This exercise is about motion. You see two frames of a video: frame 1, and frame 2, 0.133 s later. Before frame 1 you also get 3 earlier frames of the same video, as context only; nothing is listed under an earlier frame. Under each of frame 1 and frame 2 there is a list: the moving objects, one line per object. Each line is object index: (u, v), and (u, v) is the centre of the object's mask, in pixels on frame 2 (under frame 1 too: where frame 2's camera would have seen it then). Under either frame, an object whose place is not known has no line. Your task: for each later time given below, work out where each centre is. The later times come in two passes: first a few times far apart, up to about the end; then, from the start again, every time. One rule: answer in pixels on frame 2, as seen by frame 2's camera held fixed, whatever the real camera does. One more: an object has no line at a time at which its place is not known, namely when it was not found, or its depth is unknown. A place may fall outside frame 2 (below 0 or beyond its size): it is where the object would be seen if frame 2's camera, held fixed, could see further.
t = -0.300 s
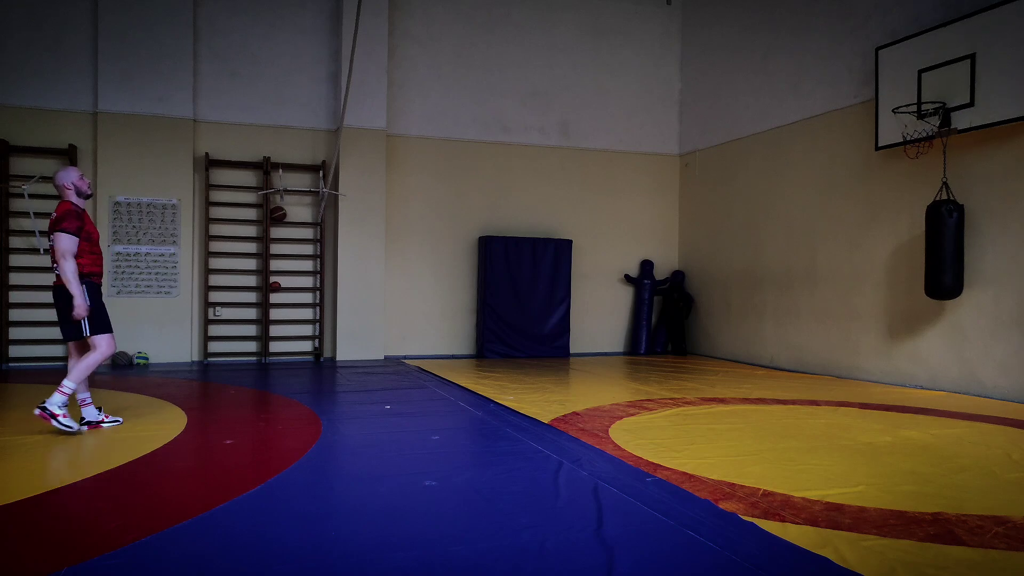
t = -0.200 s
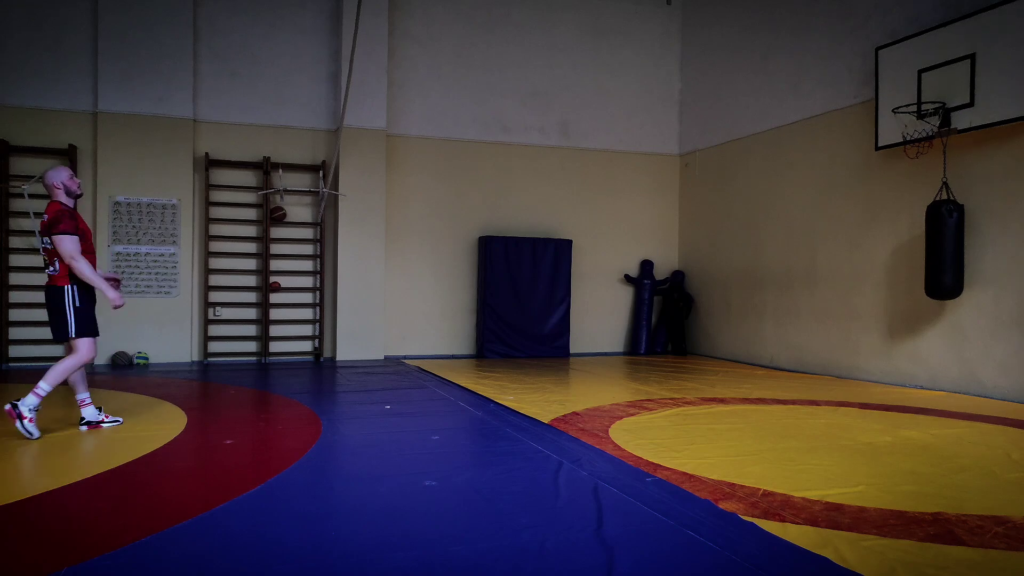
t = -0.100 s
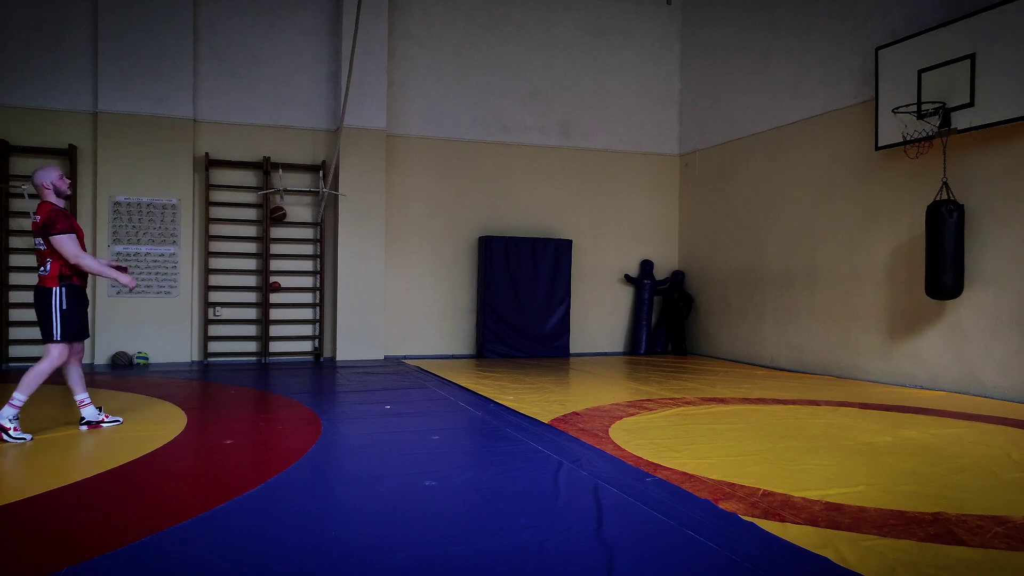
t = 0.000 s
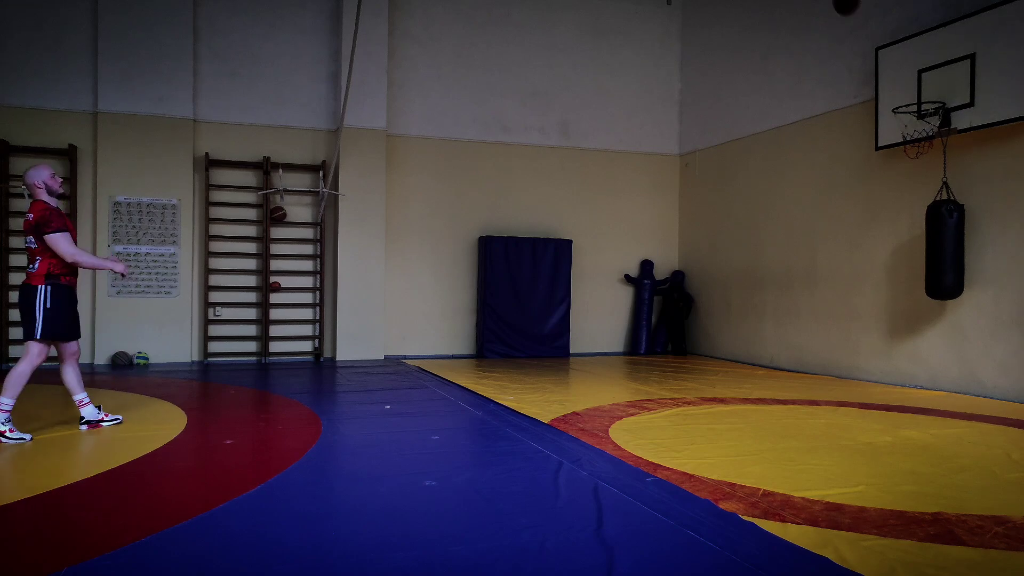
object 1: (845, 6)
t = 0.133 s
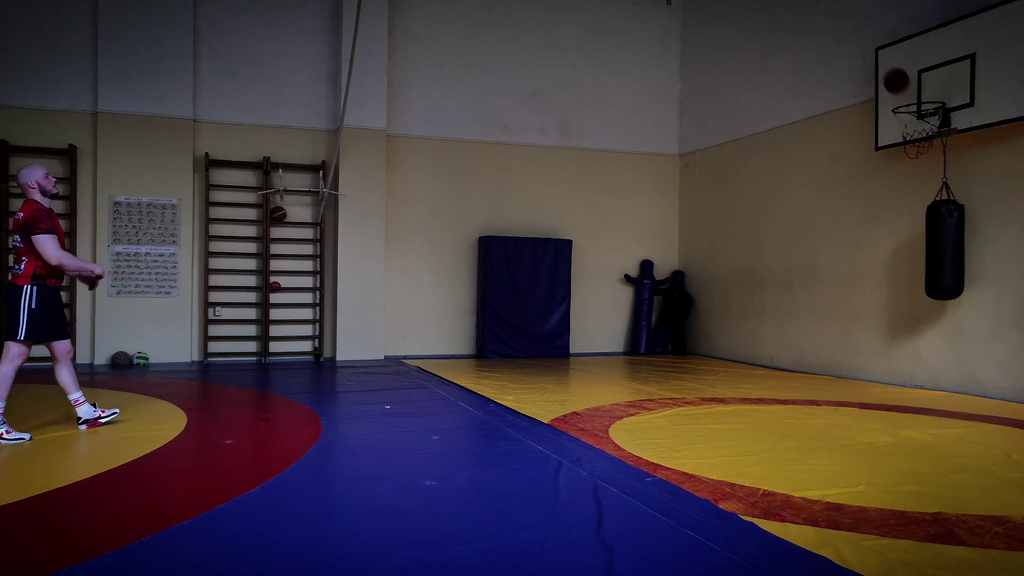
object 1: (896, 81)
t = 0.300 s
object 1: (889, 75)
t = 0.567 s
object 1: (816, 58)
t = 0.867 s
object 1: (737, 112)
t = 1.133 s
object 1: (670, 219)
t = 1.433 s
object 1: (608, 351)
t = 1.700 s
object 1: (604, 260)
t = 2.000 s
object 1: (600, 226)
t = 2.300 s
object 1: (597, 261)
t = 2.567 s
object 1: (595, 346)
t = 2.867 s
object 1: (589, 312)
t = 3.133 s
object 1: (584, 308)
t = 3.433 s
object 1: (578, 357)
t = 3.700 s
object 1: (576, 329)
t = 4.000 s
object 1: (572, 355)
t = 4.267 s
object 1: (570, 341)
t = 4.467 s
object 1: (568, 350)
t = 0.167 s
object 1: (908, 102)
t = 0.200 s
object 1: (912, 98)
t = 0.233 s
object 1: (908, 90)
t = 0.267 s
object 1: (898, 82)
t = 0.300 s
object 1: (889, 75)
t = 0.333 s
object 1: (879, 70)
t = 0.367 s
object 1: (870, 65)
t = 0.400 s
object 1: (861, 62)
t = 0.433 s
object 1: (852, 59)
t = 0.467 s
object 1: (843, 57)
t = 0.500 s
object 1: (834, 57)
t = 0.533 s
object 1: (825, 57)
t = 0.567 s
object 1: (816, 58)
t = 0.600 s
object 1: (807, 60)
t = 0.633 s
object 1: (798, 64)
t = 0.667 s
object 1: (789, 68)
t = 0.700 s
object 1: (780, 73)
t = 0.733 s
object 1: (772, 79)
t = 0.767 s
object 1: (763, 86)
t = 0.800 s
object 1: (754, 93)
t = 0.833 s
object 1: (746, 102)
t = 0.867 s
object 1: (737, 112)
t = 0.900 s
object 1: (729, 122)
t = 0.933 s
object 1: (721, 133)
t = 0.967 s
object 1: (712, 146)
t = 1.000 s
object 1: (703, 159)
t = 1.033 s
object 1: (695, 172)
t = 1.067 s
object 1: (687, 187)
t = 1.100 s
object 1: (679, 203)
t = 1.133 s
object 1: (670, 219)
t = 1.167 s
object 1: (662, 236)
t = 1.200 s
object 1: (654, 254)
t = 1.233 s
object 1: (646, 273)
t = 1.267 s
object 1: (638, 293)
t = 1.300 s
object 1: (630, 313)
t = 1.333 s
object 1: (621, 334)
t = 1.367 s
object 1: (613, 356)
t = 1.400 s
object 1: (608, 367)
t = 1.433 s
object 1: (608, 351)
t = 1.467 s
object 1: (607, 336)
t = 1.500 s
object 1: (606, 323)
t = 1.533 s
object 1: (606, 310)
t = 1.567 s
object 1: (606, 298)
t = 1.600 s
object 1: (605, 287)
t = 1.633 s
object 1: (605, 277)
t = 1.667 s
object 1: (604, 268)
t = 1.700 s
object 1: (604, 260)
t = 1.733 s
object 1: (603, 253)
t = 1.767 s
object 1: (603, 246)
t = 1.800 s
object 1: (603, 241)
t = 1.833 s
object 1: (602, 236)
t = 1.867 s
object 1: (602, 232)
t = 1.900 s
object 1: (602, 230)
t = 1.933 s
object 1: (601, 228)
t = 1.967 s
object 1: (601, 227)
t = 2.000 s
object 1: (600, 226)
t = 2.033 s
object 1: (600, 227)
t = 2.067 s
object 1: (600, 228)
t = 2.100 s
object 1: (600, 230)
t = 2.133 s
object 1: (599, 234)
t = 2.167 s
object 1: (599, 237)
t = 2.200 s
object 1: (599, 242)
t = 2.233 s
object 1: (598, 248)
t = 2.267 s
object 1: (598, 254)
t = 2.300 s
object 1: (597, 261)
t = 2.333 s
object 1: (597, 269)
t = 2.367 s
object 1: (597, 278)
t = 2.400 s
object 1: (596, 287)
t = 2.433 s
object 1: (596, 297)
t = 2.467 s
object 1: (595, 309)
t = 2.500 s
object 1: (595, 320)
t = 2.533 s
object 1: (595, 333)
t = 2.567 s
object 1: (595, 346)
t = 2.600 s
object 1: (594, 360)
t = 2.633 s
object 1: (593, 357)
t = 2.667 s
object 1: (593, 348)
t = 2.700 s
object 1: (592, 340)
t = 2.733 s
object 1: (591, 332)
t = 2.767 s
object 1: (591, 326)
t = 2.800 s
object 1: (590, 320)
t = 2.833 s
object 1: (589, 316)
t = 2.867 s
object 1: (589, 312)
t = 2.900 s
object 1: (588, 308)
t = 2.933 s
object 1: (587, 306)
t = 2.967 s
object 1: (587, 304)
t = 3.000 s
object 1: (586, 304)
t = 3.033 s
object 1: (585, 304)
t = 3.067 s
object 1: (585, 304)
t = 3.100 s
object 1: (584, 306)
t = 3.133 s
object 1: (584, 308)
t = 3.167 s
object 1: (583, 311)
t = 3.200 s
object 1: (582, 315)
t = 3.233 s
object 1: (581, 319)
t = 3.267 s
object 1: (581, 325)
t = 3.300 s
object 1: (580, 331)
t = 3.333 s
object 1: (579, 337)
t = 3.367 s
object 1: (579, 345)
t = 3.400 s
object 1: (578, 353)
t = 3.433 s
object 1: (578, 357)
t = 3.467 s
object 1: (577, 351)
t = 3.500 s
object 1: (577, 345)
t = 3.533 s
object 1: (577, 341)
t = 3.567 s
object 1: (577, 337)
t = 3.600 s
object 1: (576, 334)
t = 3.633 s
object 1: (576, 332)
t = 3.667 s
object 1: (576, 330)
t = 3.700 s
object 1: (576, 329)
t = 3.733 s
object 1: (576, 329)
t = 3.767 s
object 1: (575, 330)
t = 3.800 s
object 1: (575, 331)
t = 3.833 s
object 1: (574, 334)
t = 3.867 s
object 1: (574, 337)
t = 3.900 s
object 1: (574, 340)
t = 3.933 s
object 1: (573, 344)
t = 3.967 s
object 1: (573, 349)
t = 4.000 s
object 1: (572, 355)
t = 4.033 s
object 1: (572, 353)
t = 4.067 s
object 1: (572, 349)
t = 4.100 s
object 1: (572, 346)
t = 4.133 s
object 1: (571, 344)
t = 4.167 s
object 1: (571, 342)
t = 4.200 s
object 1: (571, 341)
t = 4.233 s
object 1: (570, 341)
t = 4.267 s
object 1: (570, 341)
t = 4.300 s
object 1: (570, 342)
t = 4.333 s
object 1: (569, 344)
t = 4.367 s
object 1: (569, 347)
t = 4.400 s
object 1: (569, 350)
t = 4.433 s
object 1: (568, 353)
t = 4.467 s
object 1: (568, 350)
